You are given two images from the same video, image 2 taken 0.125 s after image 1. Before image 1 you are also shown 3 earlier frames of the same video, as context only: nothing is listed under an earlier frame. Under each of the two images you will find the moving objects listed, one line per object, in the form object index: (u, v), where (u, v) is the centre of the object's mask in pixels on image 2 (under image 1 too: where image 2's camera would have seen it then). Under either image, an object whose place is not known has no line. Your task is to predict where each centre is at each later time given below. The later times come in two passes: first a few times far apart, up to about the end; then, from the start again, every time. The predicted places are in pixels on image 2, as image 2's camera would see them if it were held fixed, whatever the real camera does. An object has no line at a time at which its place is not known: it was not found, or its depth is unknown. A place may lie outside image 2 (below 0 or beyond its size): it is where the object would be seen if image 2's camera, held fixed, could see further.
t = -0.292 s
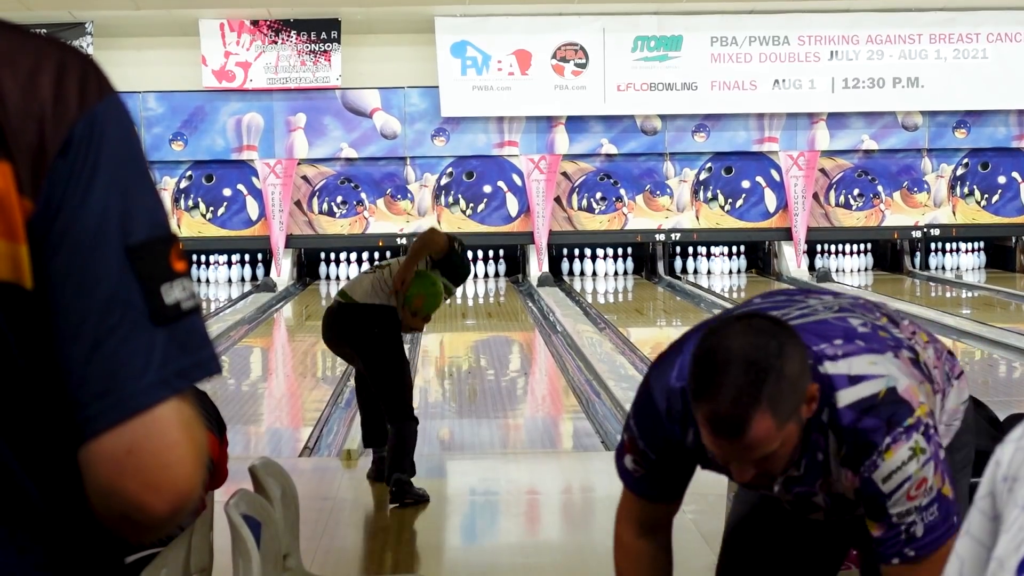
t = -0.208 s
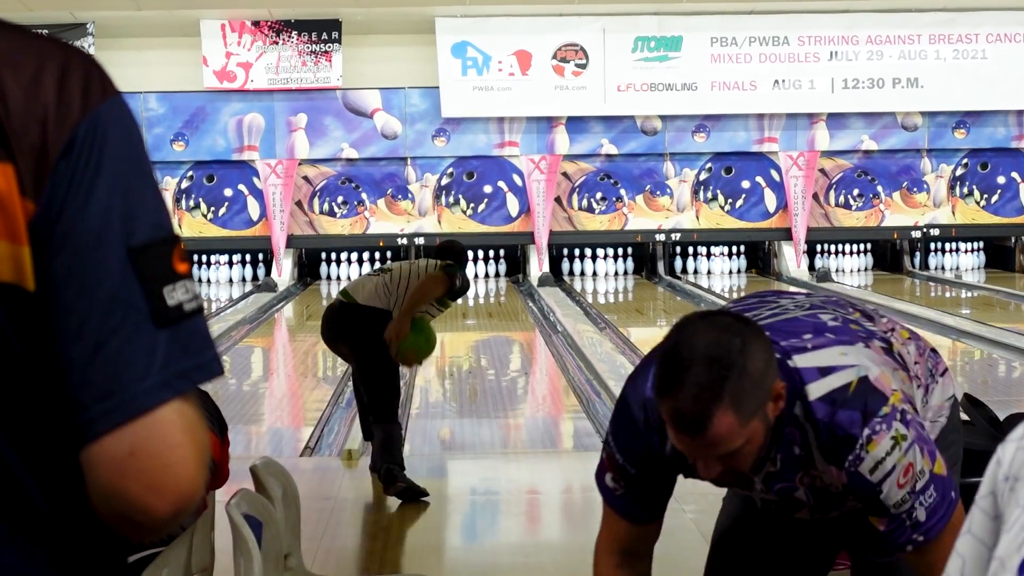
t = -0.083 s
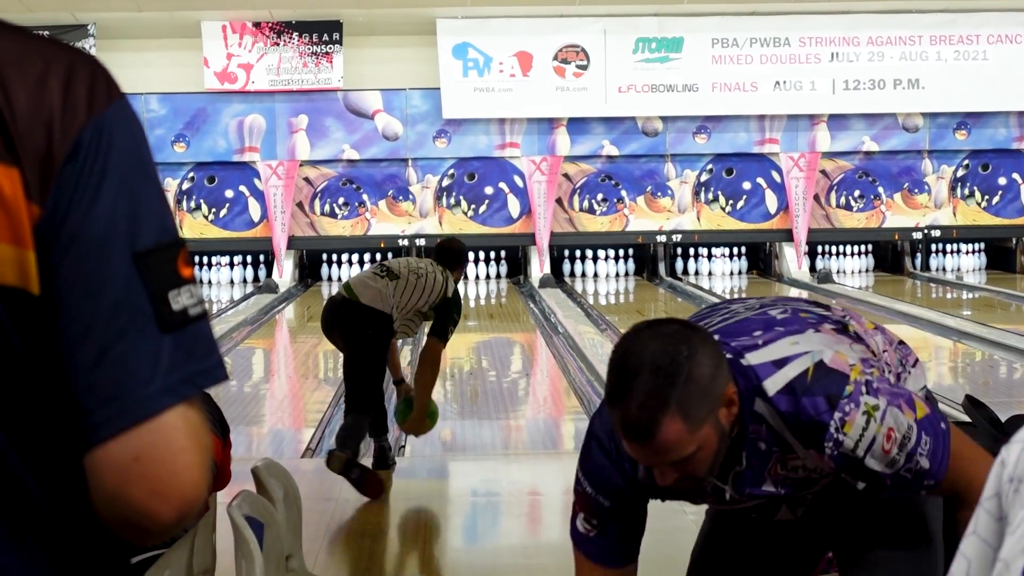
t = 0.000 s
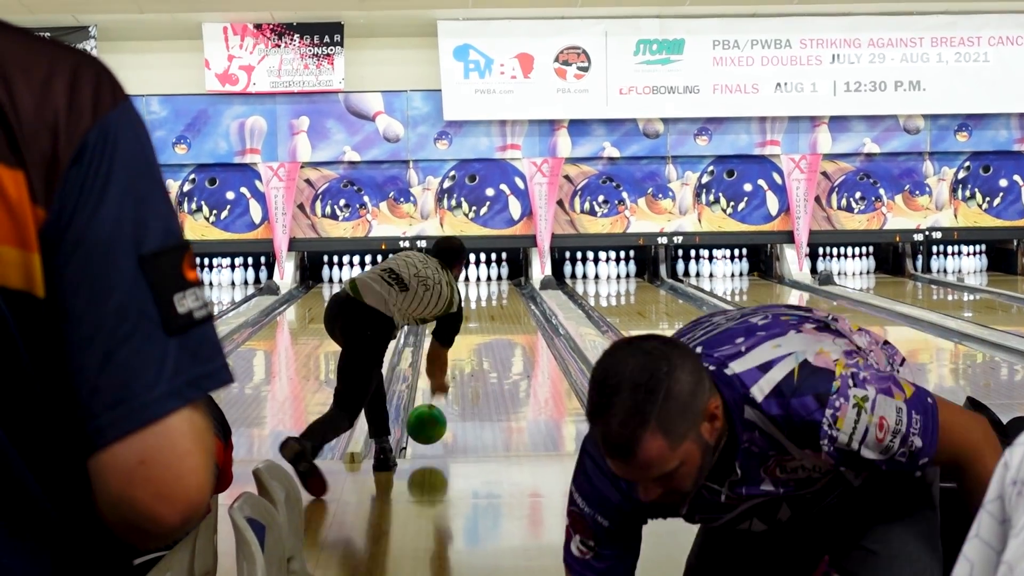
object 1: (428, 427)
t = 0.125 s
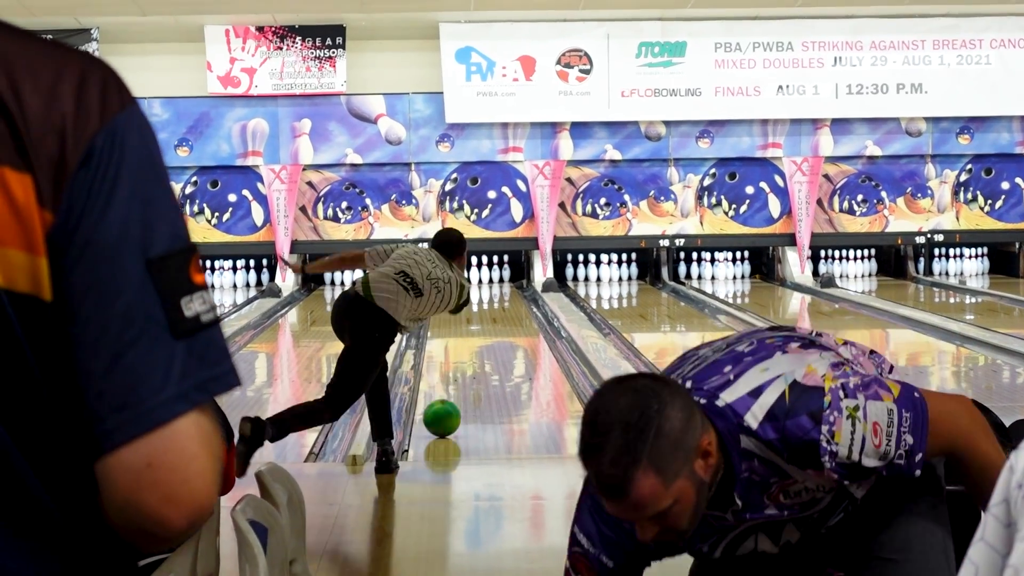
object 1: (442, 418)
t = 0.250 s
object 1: (454, 399)
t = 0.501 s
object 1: (472, 371)
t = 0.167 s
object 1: (447, 410)
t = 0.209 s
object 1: (450, 406)
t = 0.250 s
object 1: (454, 399)
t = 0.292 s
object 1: (457, 395)
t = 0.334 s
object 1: (461, 389)
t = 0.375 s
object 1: (463, 385)
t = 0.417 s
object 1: (467, 380)
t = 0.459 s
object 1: (469, 376)
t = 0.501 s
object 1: (472, 371)
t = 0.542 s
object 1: (475, 368)
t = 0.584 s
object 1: (477, 363)
